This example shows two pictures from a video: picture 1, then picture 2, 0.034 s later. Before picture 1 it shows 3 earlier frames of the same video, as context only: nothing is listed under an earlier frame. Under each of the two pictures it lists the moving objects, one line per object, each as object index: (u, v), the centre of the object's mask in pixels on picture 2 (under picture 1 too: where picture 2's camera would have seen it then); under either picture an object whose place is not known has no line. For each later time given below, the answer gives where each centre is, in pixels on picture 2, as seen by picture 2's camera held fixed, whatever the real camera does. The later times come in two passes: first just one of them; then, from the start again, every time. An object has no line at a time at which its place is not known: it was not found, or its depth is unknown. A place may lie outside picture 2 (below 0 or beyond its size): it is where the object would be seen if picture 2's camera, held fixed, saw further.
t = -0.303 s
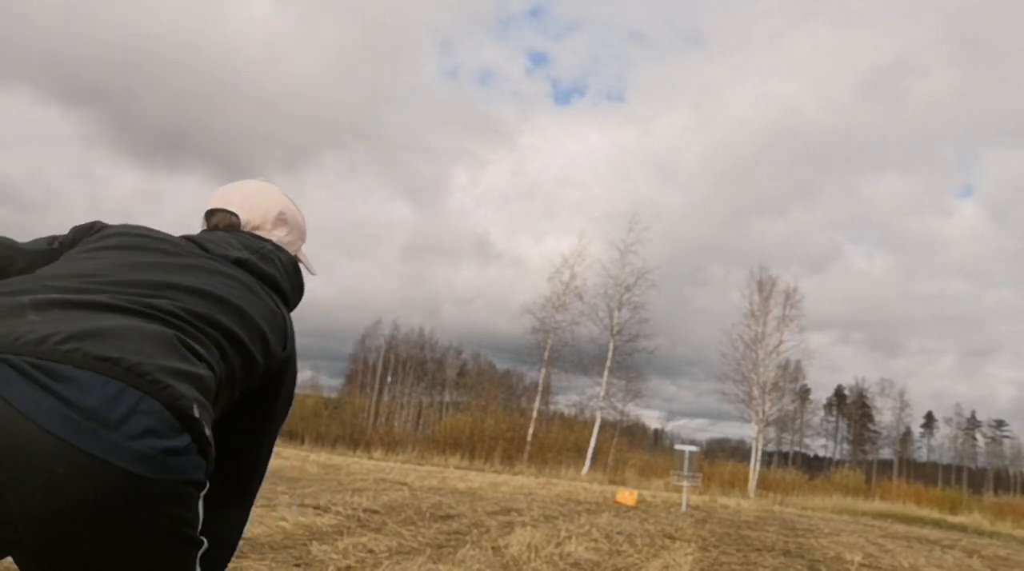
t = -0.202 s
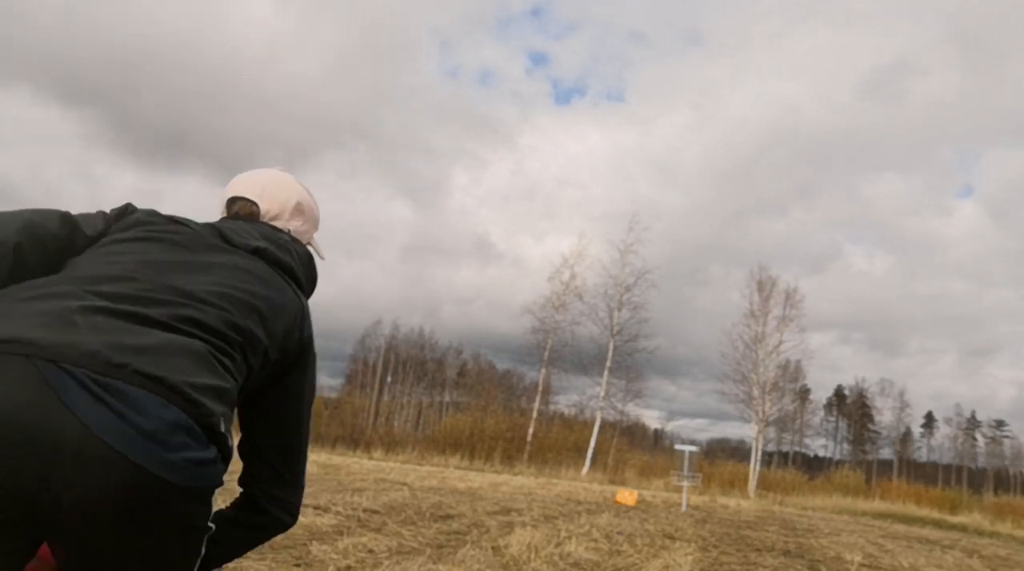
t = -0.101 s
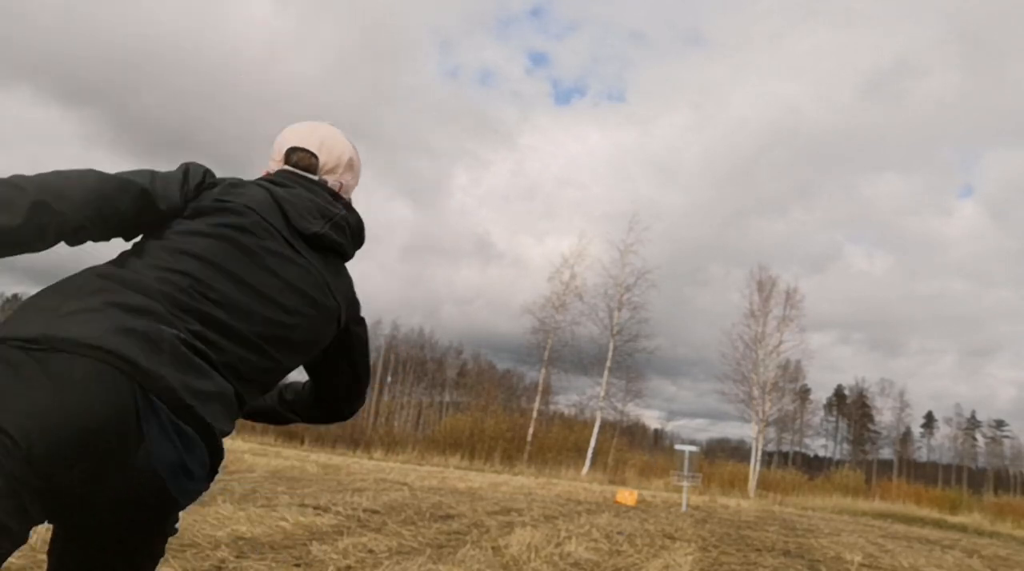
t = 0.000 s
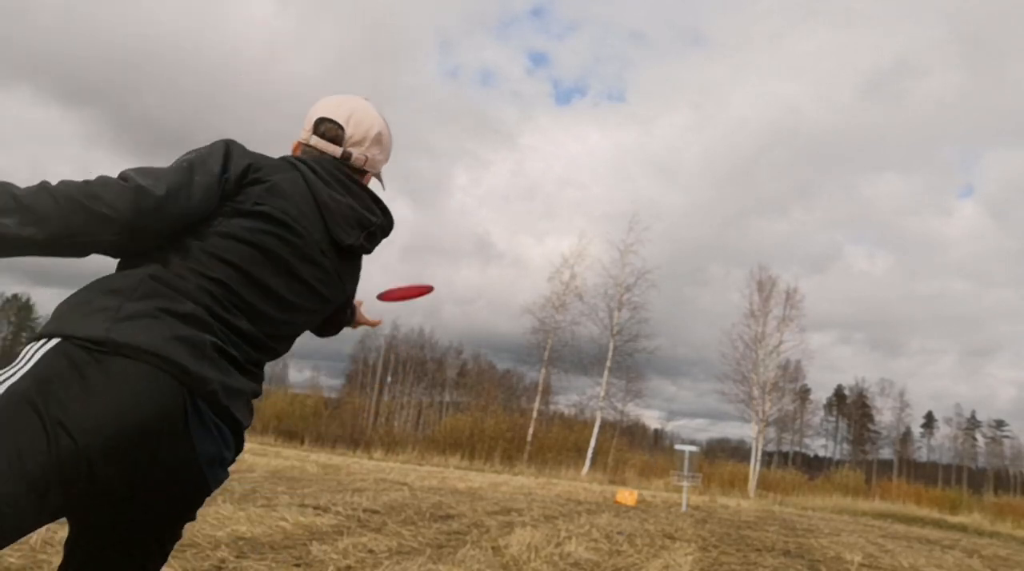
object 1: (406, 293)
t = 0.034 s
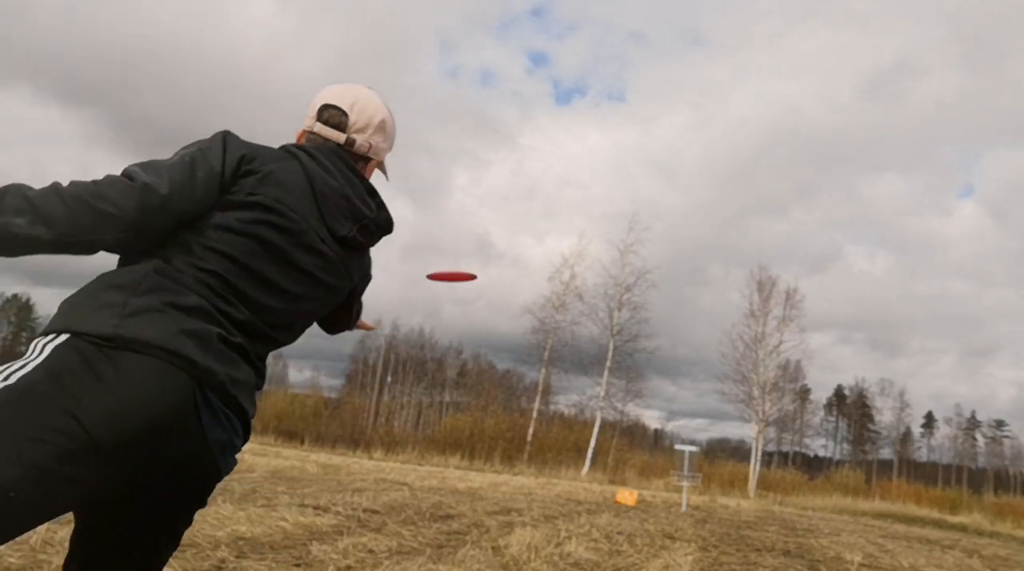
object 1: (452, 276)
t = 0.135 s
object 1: (544, 263)
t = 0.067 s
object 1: (489, 267)
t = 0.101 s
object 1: (518, 263)
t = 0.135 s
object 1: (544, 263)
